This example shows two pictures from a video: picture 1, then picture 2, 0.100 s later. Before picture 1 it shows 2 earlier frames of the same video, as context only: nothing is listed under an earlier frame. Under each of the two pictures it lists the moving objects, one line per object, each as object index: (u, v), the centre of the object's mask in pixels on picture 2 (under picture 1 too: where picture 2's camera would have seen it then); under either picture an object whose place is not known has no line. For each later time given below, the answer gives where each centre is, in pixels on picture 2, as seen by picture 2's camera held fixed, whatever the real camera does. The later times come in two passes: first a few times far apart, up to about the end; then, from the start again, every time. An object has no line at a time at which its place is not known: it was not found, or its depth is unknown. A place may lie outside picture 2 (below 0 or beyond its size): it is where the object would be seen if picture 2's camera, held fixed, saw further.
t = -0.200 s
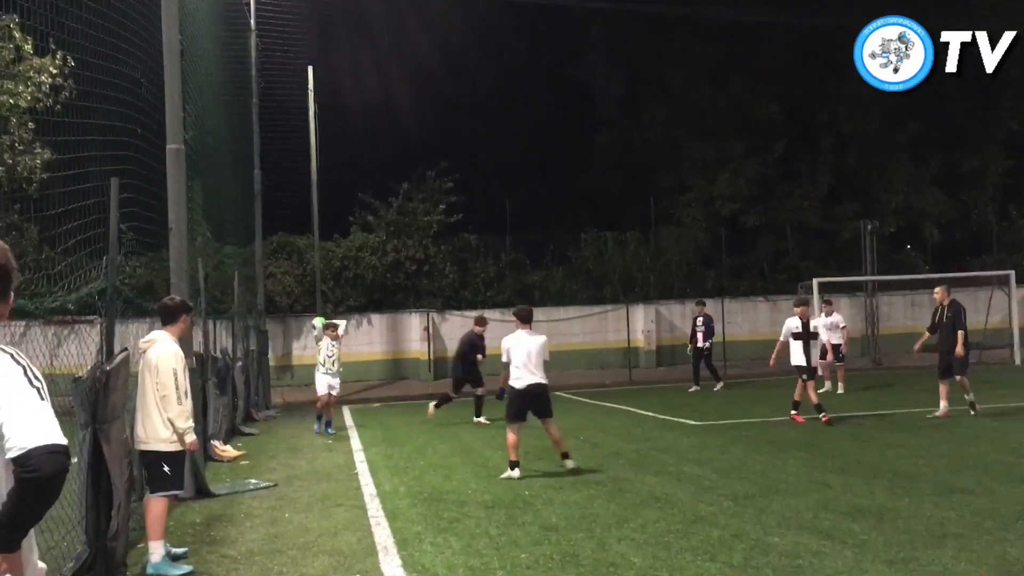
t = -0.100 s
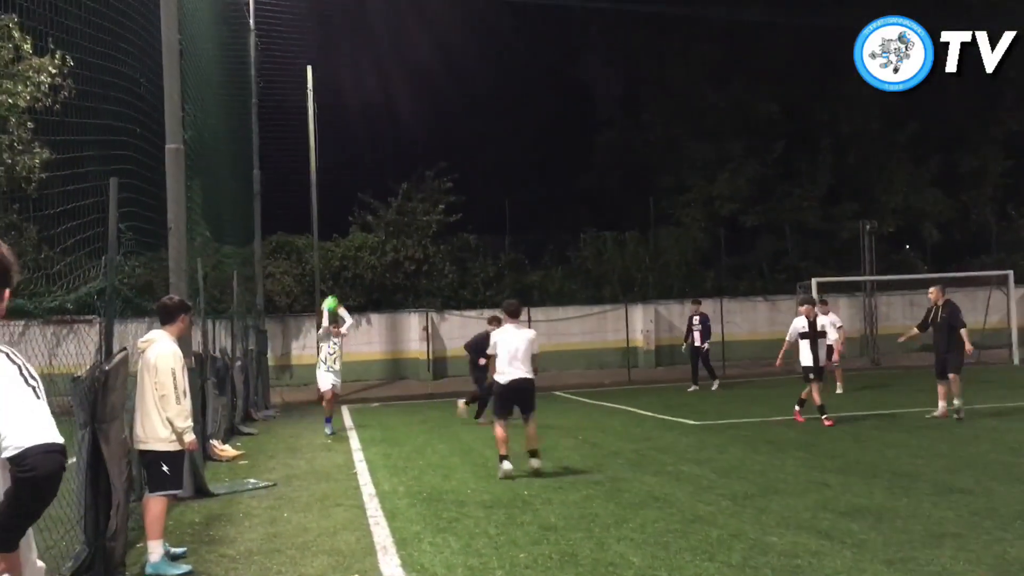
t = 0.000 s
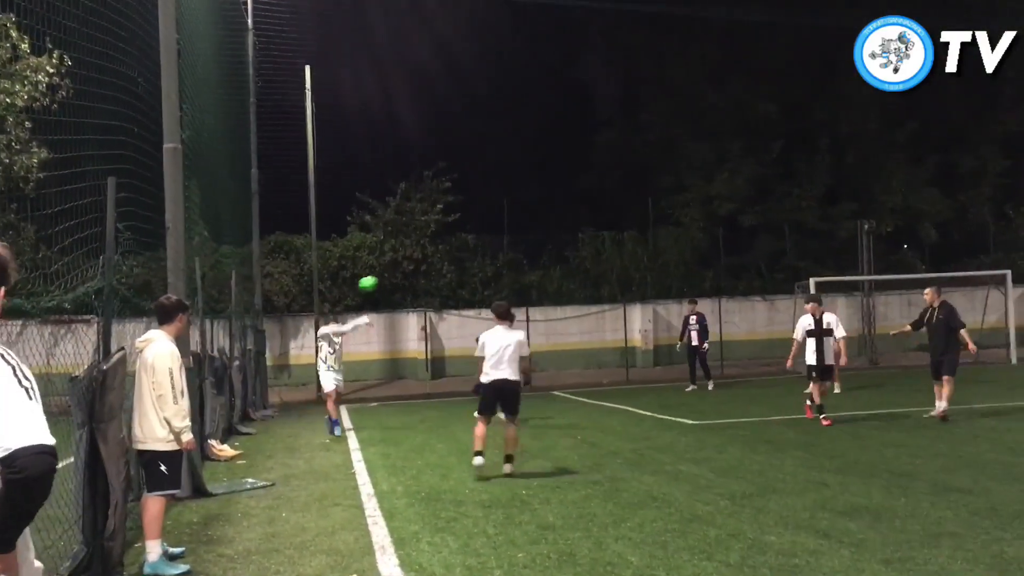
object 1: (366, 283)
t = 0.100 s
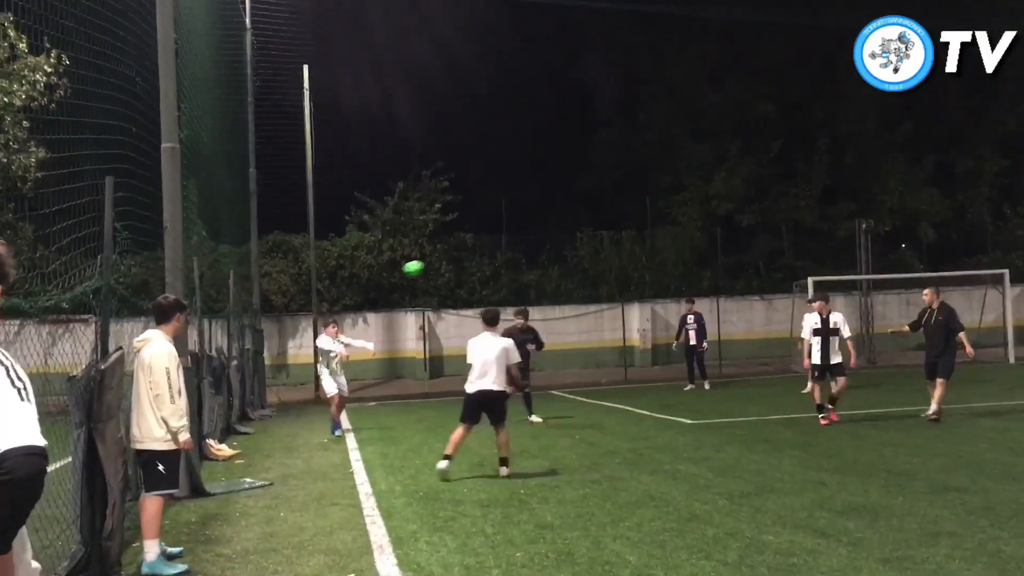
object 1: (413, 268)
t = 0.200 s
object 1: (466, 260)
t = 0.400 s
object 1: (592, 266)
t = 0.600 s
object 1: (756, 316)
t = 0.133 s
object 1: (430, 265)
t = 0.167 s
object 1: (448, 261)
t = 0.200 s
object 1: (466, 260)
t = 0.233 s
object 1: (485, 258)
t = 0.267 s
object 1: (505, 258)
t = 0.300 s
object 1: (525, 258)
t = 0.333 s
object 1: (547, 260)
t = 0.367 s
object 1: (569, 263)
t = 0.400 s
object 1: (592, 266)
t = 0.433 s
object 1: (617, 272)
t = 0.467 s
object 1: (642, 277)
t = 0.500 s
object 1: (669, 285)
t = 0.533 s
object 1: (696, 293)
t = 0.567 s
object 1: (726, 304)
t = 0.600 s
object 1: (756, 316)
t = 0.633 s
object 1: (786, 329)
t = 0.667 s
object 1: (827, 347)
